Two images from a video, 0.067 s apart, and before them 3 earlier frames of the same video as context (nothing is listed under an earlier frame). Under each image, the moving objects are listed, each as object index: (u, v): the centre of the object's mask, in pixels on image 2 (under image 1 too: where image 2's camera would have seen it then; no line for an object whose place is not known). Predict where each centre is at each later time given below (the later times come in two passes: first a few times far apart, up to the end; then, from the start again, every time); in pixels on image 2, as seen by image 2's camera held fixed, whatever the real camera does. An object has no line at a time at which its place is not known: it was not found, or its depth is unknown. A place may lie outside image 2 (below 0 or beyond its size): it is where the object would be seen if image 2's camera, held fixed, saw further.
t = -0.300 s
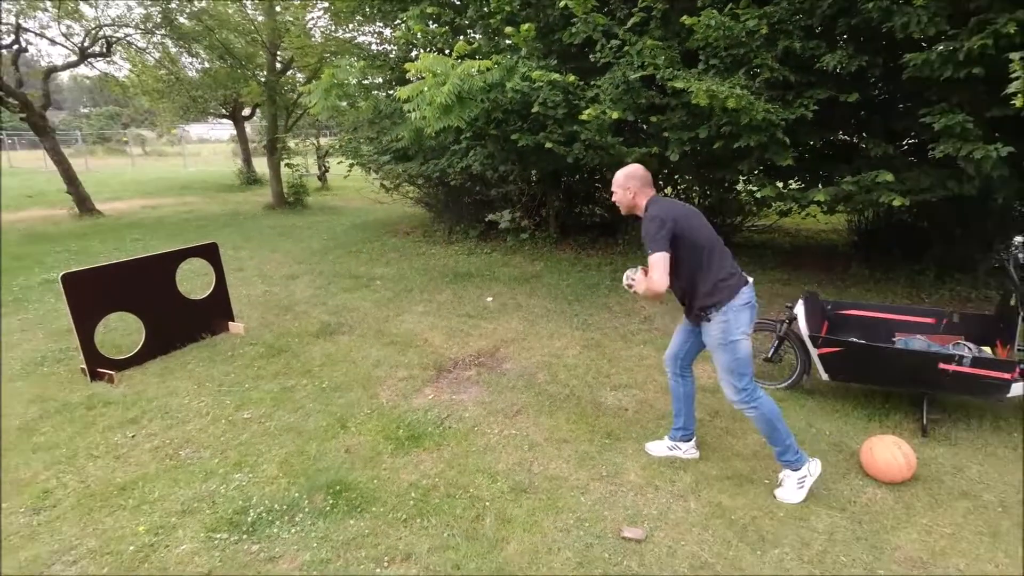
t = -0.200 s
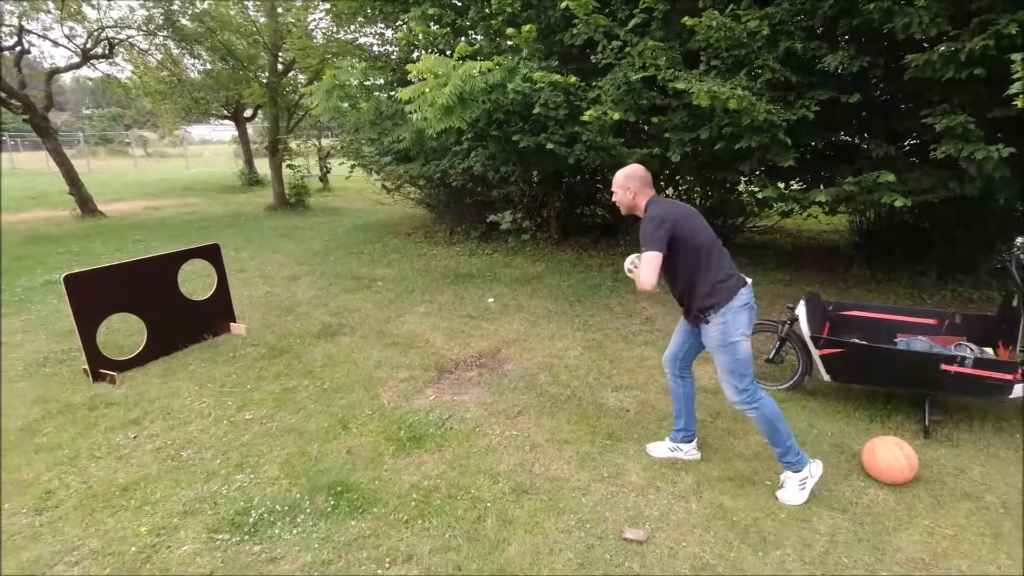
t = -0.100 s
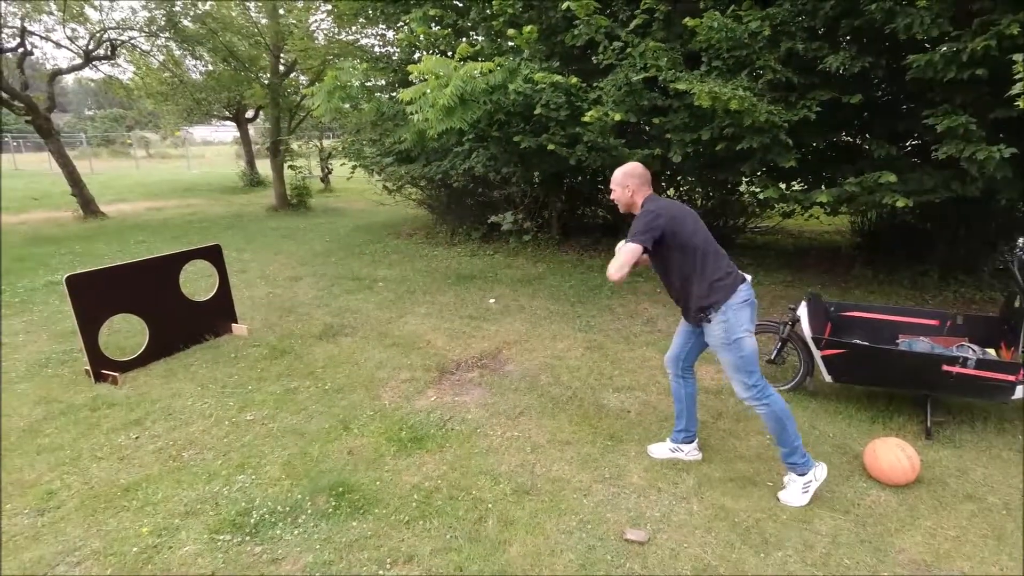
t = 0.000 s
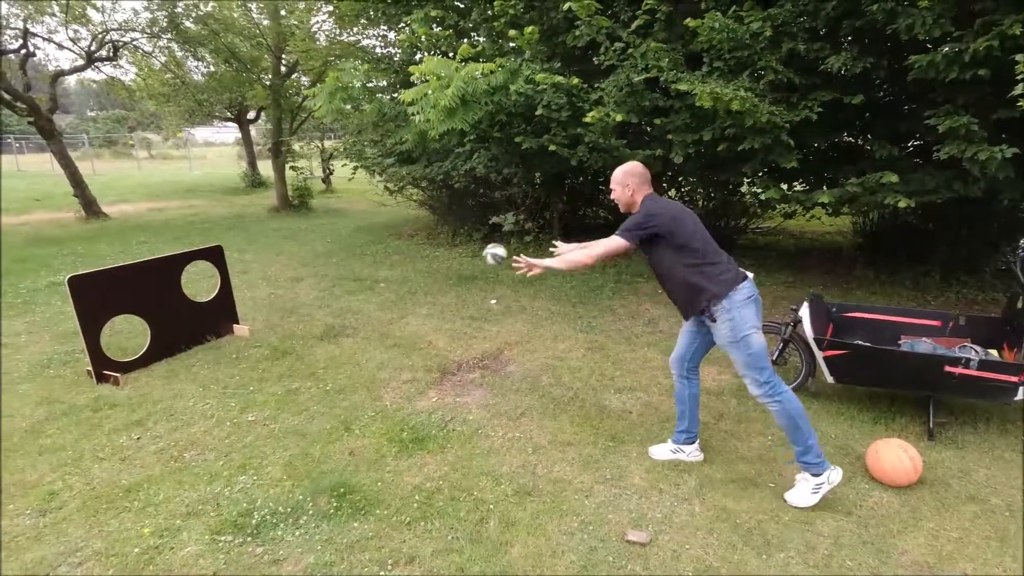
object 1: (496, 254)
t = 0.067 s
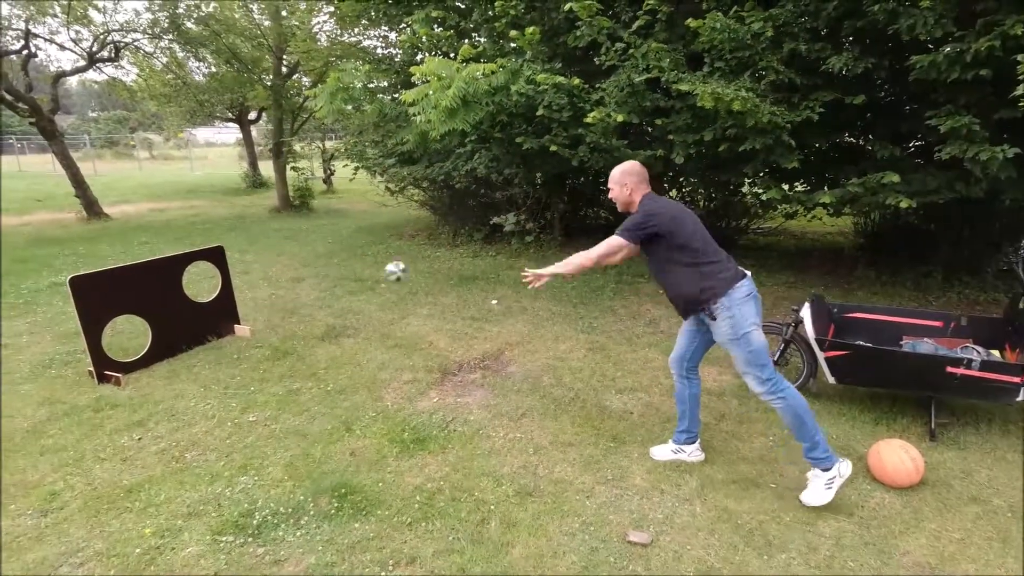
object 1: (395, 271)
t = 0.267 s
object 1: (188, 334)
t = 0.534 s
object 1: (328, 375)
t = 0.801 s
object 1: (501, 404)
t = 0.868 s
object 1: (553, 415)
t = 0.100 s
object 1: (352, 281)
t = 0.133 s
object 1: (313, 290)
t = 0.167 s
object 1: (277, 301)
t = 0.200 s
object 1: (244, 312)
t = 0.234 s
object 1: (215, 323)
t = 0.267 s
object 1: (188, 334)
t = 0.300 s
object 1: (204, 348)
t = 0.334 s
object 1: (223, 354)
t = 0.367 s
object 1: (238, 354)
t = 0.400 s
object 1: (255, 355)
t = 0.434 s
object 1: (271, 357)
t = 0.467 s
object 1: (290, 361)
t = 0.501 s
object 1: (309, 367)
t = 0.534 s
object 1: (328, 375)
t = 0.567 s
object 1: (348, 384)
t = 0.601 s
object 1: (367, 388)
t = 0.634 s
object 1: (388, 390)
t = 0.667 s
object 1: (408, 393)
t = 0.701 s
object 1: (432, 398)
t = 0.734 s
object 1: (454, 400)
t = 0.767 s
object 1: (477, 401)
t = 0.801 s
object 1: (501, 404)
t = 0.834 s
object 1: (526, 408)
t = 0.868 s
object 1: (553, 415)
